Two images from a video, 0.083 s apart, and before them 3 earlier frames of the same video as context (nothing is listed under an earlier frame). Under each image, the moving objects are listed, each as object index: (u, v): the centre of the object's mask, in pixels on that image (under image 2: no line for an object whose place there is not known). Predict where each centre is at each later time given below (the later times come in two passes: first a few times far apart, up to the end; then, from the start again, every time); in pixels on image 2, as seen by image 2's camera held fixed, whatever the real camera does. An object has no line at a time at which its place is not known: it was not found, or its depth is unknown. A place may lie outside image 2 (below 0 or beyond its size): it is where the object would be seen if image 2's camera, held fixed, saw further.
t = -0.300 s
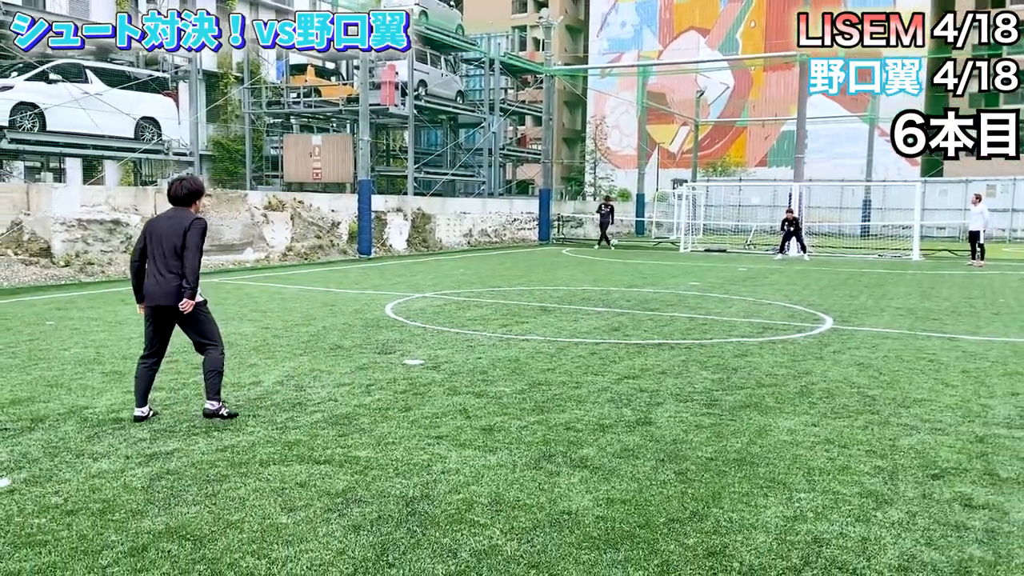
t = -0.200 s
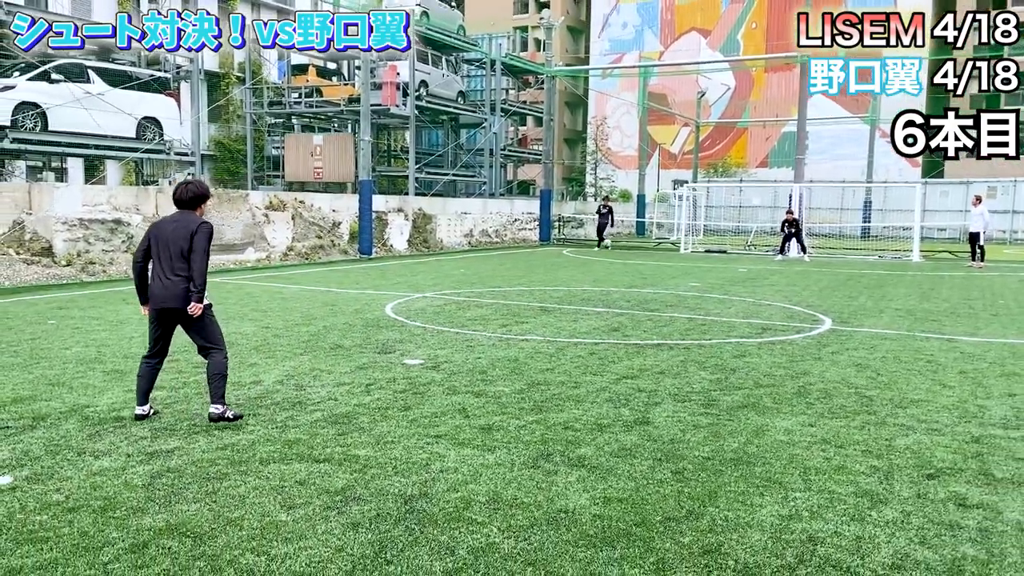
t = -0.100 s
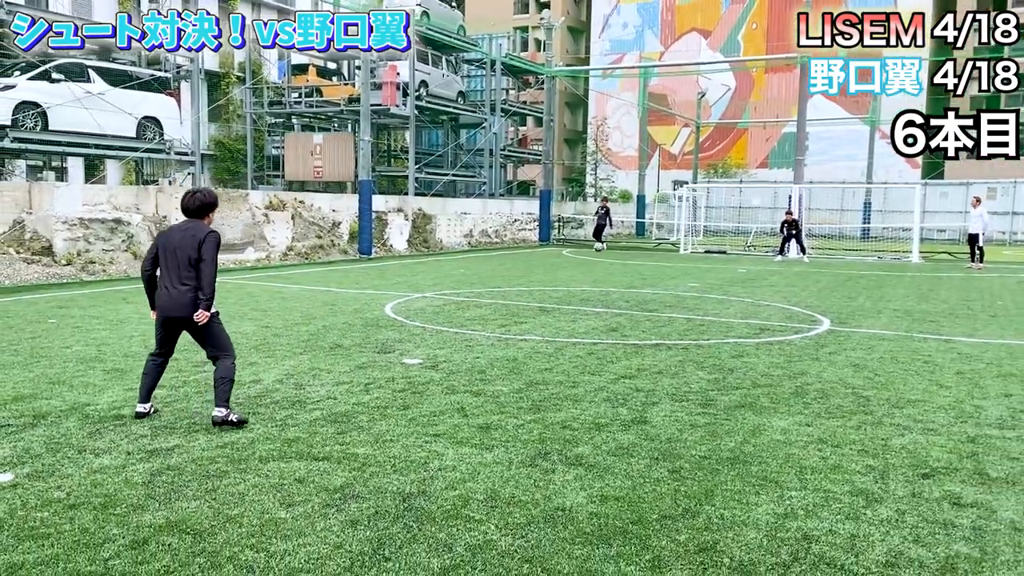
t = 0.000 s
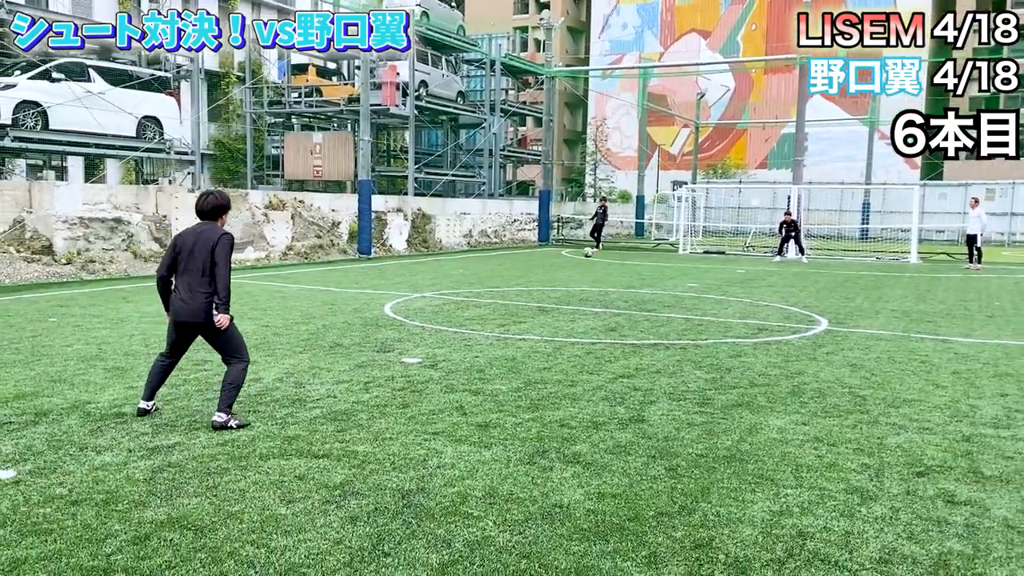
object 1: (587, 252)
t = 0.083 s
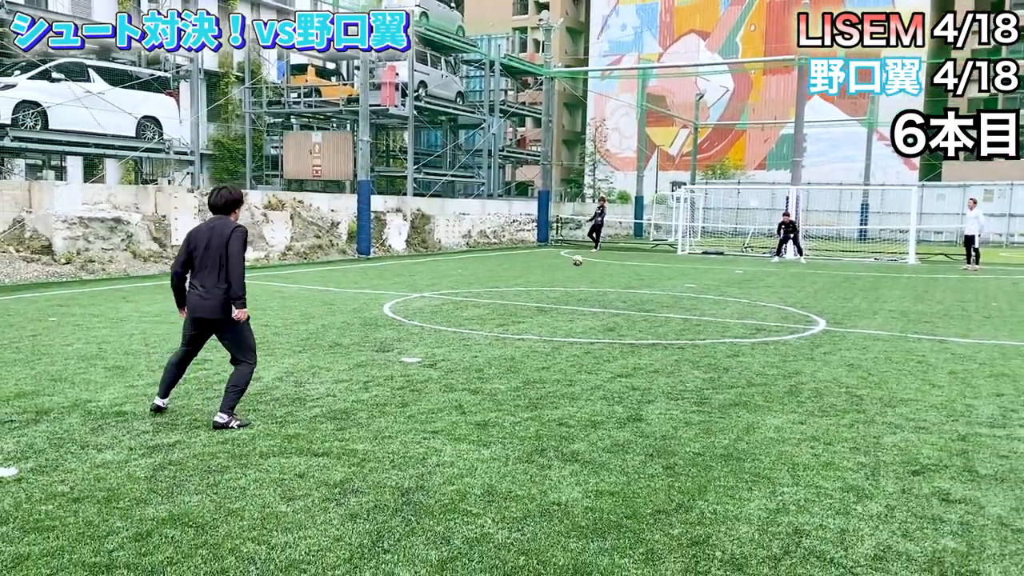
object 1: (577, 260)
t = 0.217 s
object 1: (560, 279)
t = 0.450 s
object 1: (520, 295)
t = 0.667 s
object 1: (457, 336)
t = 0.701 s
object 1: (444, 348)
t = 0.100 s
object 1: (575, 263)
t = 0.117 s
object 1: (573, 265)
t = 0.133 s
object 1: (571, 266)
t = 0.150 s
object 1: (569, 268)
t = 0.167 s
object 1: (566, 271)
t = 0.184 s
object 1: (564, 274)
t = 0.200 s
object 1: (562, 276)
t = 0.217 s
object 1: (560, 279)
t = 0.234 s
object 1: (557, 282)
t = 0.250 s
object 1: (555, 286)
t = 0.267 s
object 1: (552, 288)
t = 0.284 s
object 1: (549, 289)
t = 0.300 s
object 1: (547, 289)
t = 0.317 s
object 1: (544, 289)
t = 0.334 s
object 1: (542, 289)
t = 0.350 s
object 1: (538, 289)
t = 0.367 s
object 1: (535, 290)
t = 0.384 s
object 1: (533, 291)
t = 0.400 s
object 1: (530, 291)
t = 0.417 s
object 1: (527, 292)
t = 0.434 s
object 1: (523, 293)
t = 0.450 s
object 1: (520, 295)
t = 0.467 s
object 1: (517, 297)
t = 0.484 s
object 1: (513, 298)
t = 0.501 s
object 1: (508, 301)
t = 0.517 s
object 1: (505, 302)
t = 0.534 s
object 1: (501, 305)
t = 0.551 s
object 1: (496, 308)
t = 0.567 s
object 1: (490, 311)
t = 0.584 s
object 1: (486, 314)
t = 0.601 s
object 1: (481, 318)
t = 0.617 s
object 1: (475, 321)
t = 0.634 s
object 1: (470, 326)
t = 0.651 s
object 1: (464, 331)
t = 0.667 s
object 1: (457, 336)
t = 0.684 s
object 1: (451, 342)
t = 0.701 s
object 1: (444, 348)
